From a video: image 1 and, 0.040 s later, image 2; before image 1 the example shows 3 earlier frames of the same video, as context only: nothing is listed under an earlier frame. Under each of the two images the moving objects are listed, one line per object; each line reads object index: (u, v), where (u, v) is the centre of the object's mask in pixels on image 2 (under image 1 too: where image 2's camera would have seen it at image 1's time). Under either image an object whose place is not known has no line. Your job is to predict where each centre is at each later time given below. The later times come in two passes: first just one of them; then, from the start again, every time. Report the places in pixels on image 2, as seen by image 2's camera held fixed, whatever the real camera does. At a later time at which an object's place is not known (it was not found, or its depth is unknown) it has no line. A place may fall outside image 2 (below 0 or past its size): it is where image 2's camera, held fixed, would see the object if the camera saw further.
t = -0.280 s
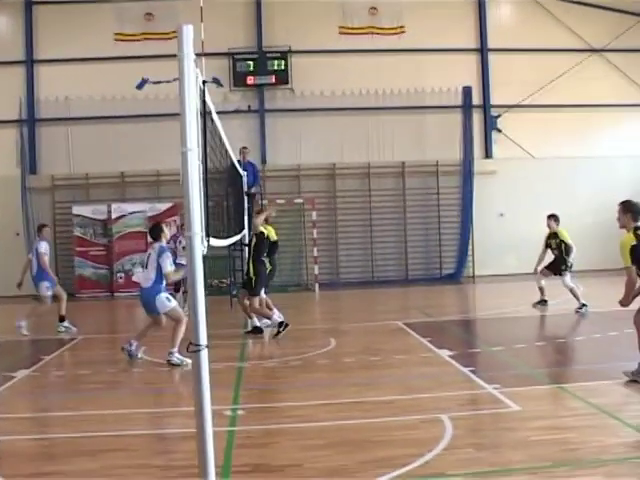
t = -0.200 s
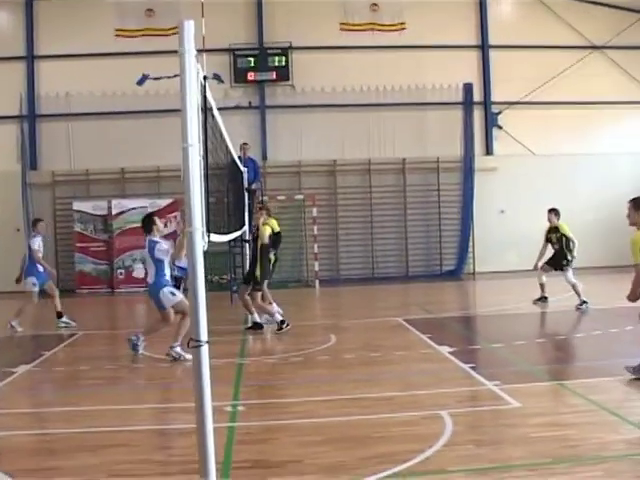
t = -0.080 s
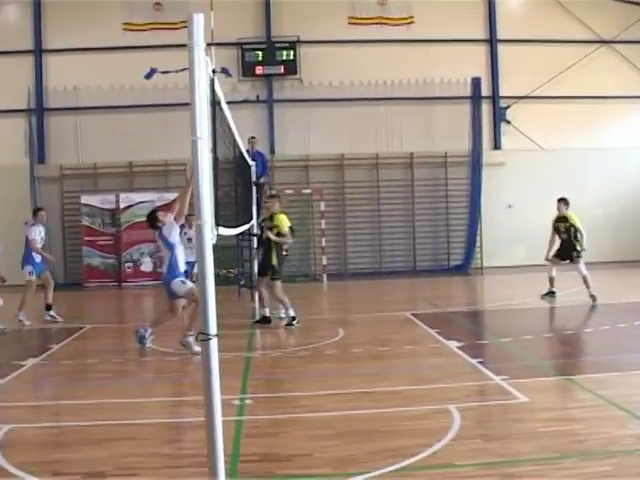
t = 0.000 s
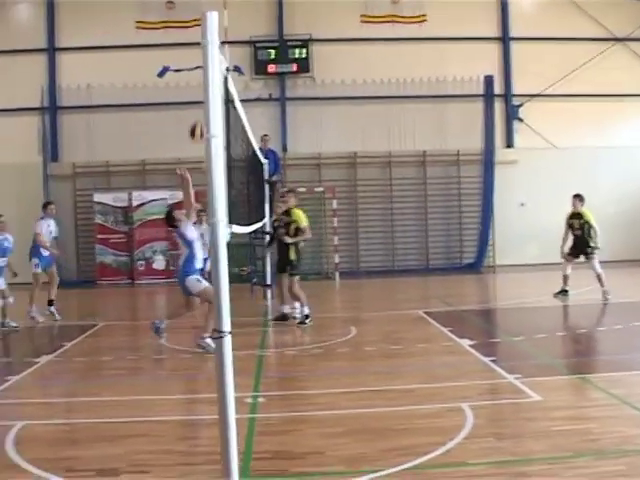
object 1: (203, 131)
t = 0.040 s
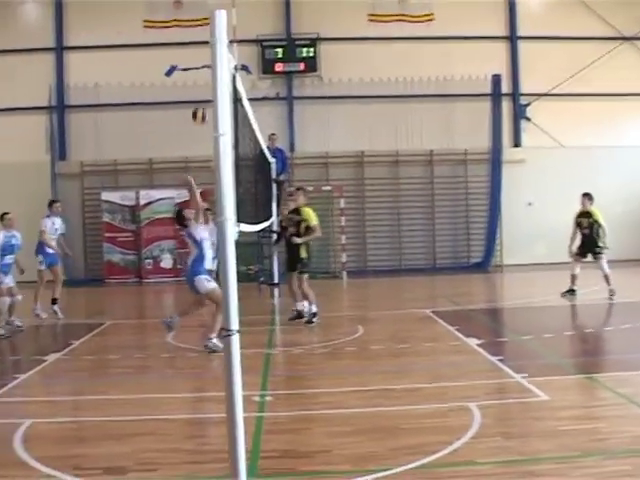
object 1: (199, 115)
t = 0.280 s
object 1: (180, 45)
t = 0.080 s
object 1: (196, 99)
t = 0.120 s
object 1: (192, 85)
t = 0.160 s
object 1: (185, 74)
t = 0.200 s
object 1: (183, 63)
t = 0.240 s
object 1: (183, 53)
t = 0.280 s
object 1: (180, 45)
